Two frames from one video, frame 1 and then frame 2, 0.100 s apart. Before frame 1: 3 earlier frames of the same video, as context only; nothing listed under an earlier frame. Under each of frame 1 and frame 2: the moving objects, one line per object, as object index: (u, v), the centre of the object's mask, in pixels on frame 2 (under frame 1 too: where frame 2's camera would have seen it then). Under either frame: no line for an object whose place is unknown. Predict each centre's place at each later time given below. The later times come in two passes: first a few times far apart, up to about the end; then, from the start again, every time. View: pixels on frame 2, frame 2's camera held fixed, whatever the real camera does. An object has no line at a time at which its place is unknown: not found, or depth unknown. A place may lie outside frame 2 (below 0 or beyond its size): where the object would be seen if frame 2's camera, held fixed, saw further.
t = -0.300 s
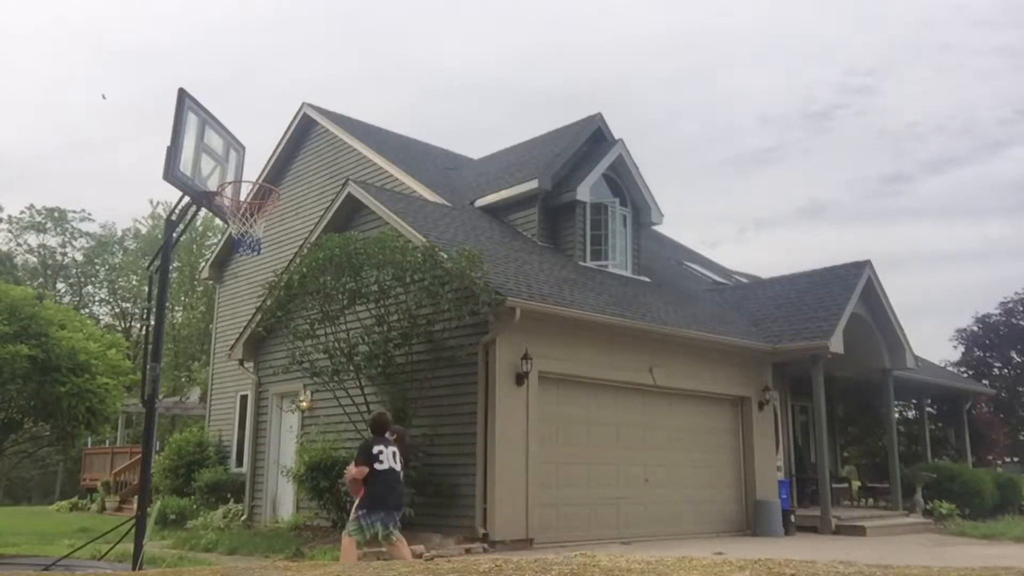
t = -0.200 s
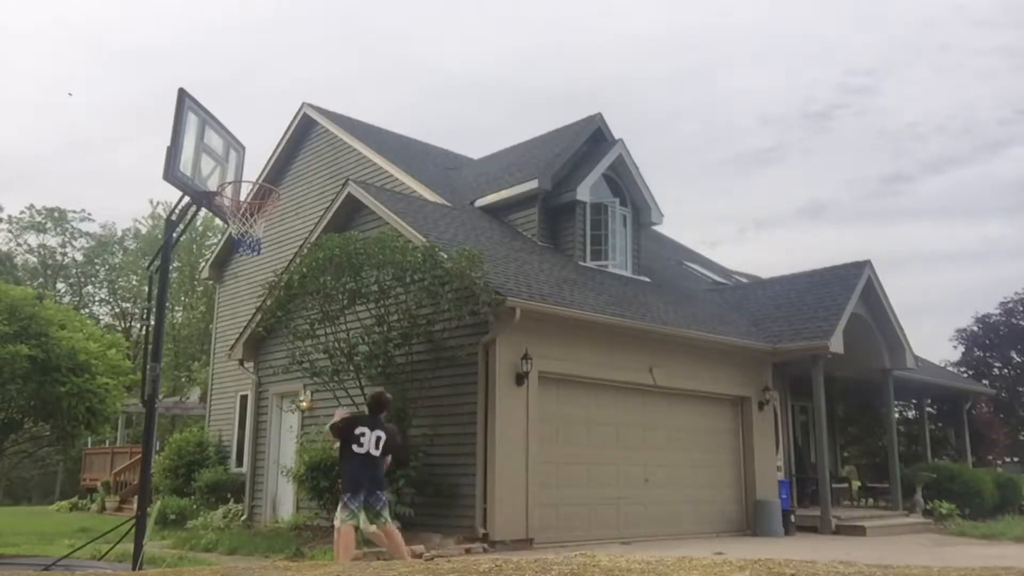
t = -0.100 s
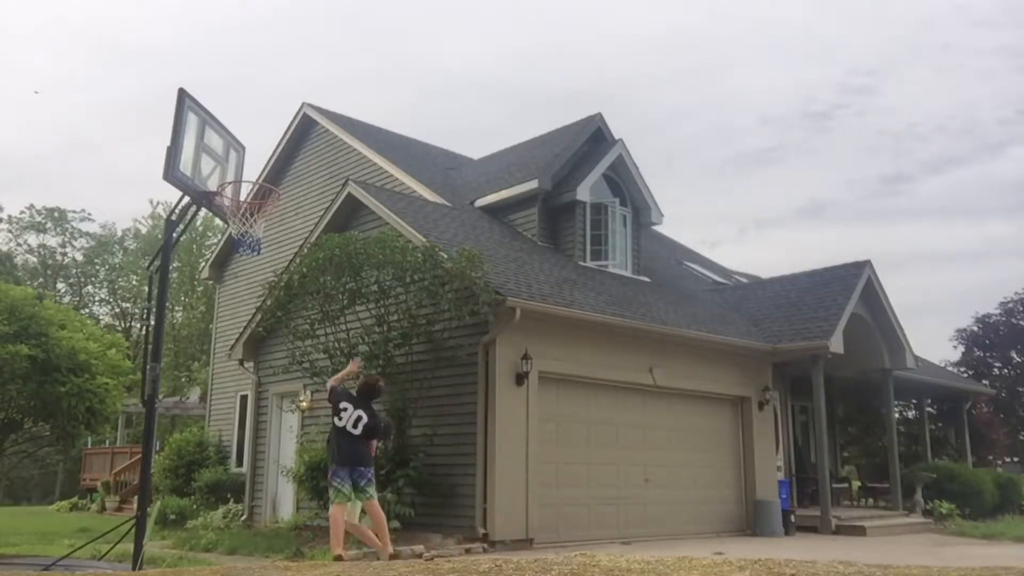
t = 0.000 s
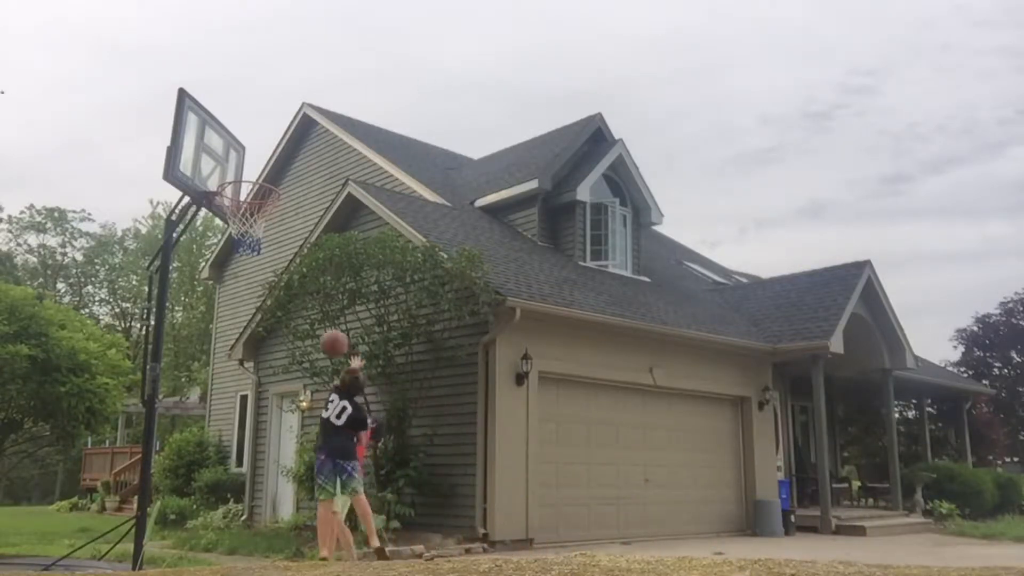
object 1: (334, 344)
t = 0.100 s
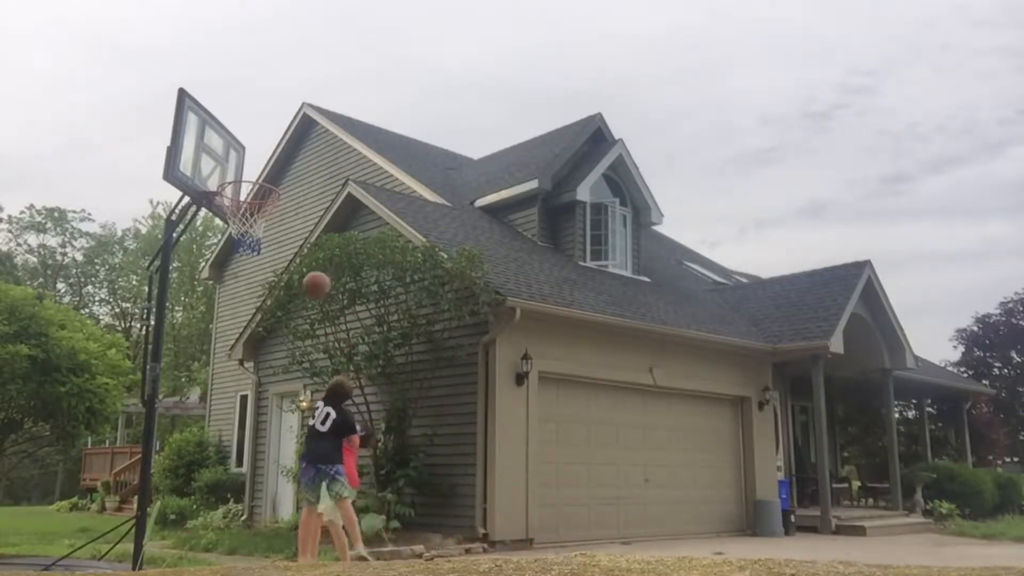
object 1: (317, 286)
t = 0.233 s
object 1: (292, 225)
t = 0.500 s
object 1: (258, 161)
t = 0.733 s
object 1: (266, 177)
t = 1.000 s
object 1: (268, 278)
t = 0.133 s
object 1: (312, 267)
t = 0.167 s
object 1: (305, 252)
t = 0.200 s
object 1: (298, 238)
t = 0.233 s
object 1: (292, 225)
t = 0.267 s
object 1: (286, 212)
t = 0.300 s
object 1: (282, 201)
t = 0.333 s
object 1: (278, 187)
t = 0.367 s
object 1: (269, 177)
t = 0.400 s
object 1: (262, 172)
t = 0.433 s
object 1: (256, 166)
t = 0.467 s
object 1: (258, 163)
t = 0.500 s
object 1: (258, 161)
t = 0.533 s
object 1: (259, 159)
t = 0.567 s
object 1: (260, 160)
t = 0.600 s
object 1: (261, 162)
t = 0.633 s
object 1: (263, 165)
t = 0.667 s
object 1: (264, 169)
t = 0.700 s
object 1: (265, 173)
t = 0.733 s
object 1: (266, 177)
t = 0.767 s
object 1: (266, 182)
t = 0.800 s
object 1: (264, 192)
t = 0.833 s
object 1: (271, 206)
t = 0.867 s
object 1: (272, 219)
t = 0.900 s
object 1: (271, 233)
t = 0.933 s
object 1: (269, 246)
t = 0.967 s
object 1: (267, 262)
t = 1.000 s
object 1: (268, 278)
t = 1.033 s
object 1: (267, 295)
